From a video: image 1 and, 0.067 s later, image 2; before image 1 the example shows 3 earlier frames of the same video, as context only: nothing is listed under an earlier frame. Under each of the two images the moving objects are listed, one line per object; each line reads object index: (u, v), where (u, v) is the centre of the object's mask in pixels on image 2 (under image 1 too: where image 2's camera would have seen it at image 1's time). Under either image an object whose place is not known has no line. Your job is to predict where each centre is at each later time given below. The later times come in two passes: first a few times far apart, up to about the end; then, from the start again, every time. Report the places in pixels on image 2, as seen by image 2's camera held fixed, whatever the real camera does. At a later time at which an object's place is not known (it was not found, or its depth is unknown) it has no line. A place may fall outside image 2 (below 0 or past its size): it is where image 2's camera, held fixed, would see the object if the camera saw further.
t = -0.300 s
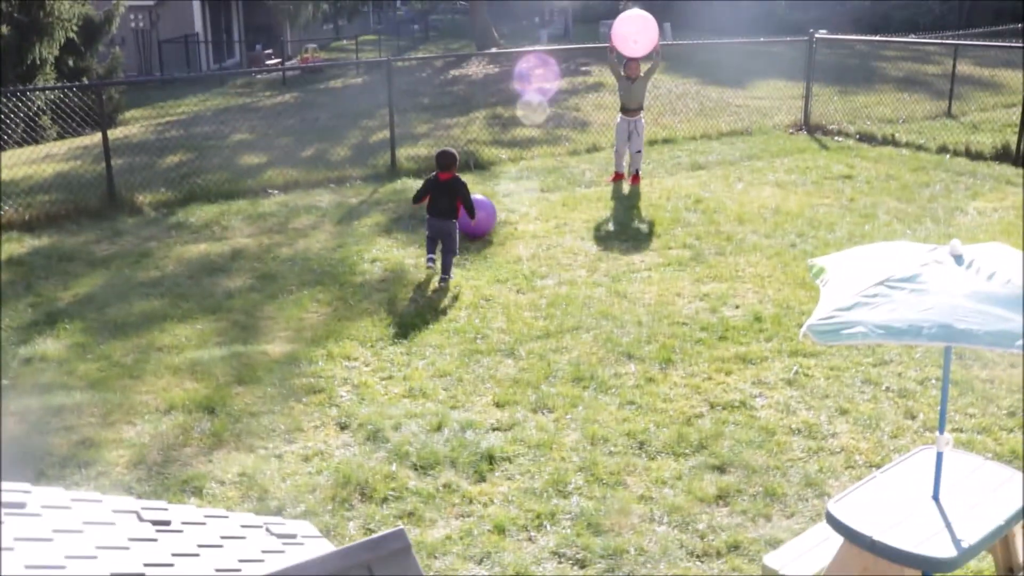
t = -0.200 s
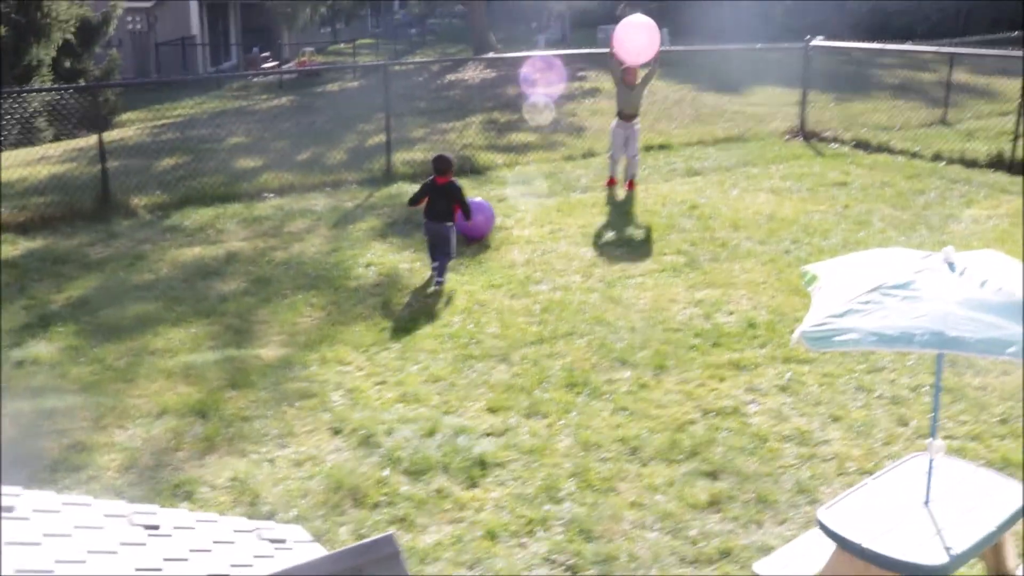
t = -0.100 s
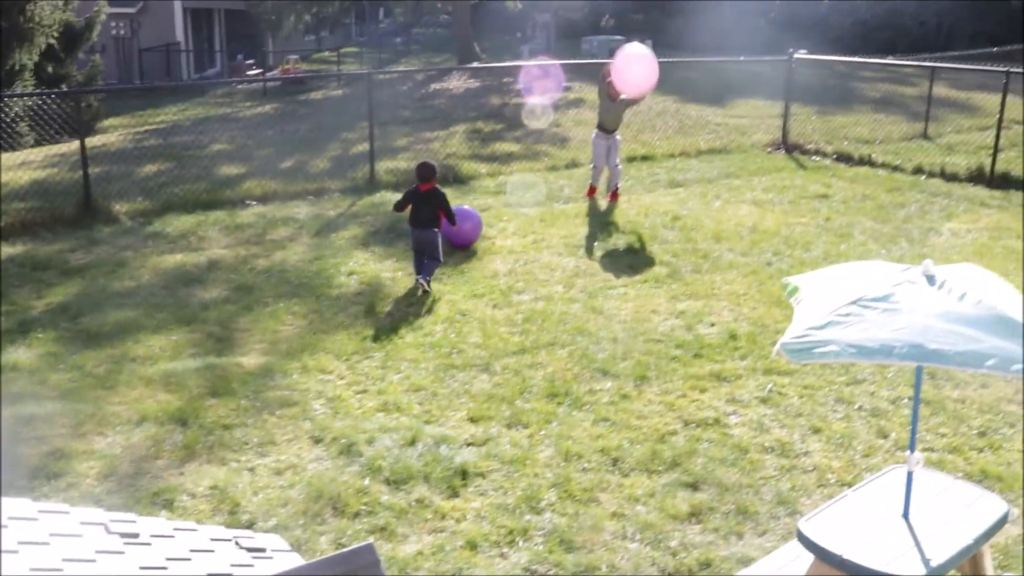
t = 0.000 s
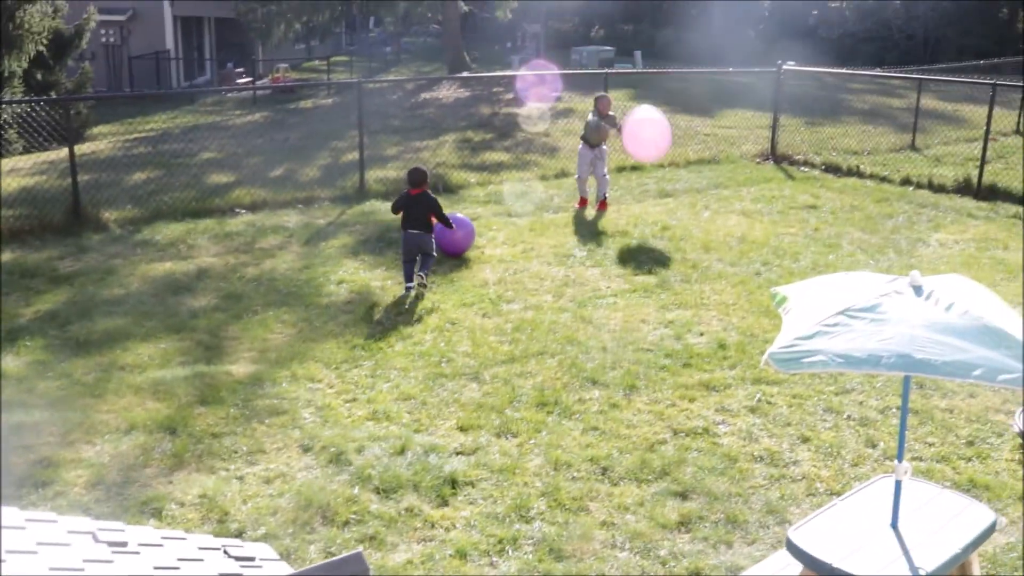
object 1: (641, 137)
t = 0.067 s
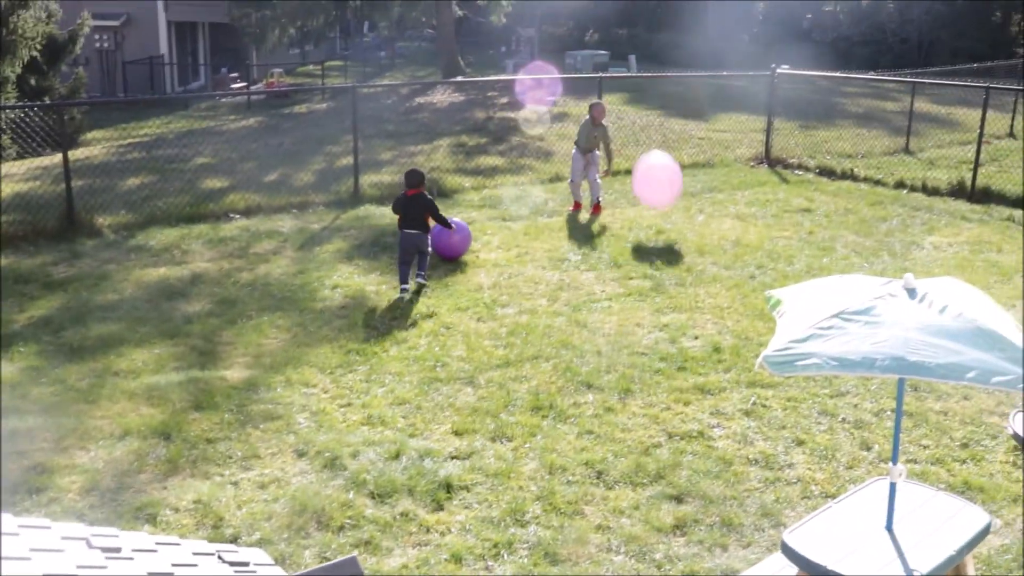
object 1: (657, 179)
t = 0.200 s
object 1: (681, 202)
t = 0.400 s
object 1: (707, 157)
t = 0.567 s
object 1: (728, 148)
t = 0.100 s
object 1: (665, 203)
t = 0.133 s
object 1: (672, 221)
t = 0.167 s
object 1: (676, 213)
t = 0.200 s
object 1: (681, 202)
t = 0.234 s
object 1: (685, 193)
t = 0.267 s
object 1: (690, 184)
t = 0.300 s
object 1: (694, 176)
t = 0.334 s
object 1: (699, 169)
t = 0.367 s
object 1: (703, 163)
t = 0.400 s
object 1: (707, 157)
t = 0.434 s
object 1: (712, 153)
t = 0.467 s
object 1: (716, 150)
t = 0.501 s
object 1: (720, 148)
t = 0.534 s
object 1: (724, 148)
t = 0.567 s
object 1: (728, 148)
